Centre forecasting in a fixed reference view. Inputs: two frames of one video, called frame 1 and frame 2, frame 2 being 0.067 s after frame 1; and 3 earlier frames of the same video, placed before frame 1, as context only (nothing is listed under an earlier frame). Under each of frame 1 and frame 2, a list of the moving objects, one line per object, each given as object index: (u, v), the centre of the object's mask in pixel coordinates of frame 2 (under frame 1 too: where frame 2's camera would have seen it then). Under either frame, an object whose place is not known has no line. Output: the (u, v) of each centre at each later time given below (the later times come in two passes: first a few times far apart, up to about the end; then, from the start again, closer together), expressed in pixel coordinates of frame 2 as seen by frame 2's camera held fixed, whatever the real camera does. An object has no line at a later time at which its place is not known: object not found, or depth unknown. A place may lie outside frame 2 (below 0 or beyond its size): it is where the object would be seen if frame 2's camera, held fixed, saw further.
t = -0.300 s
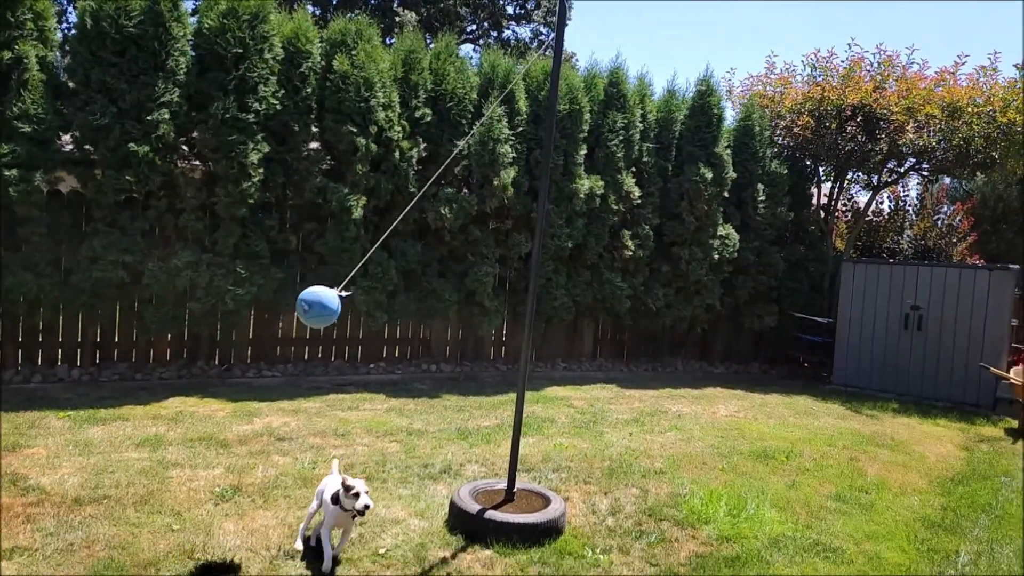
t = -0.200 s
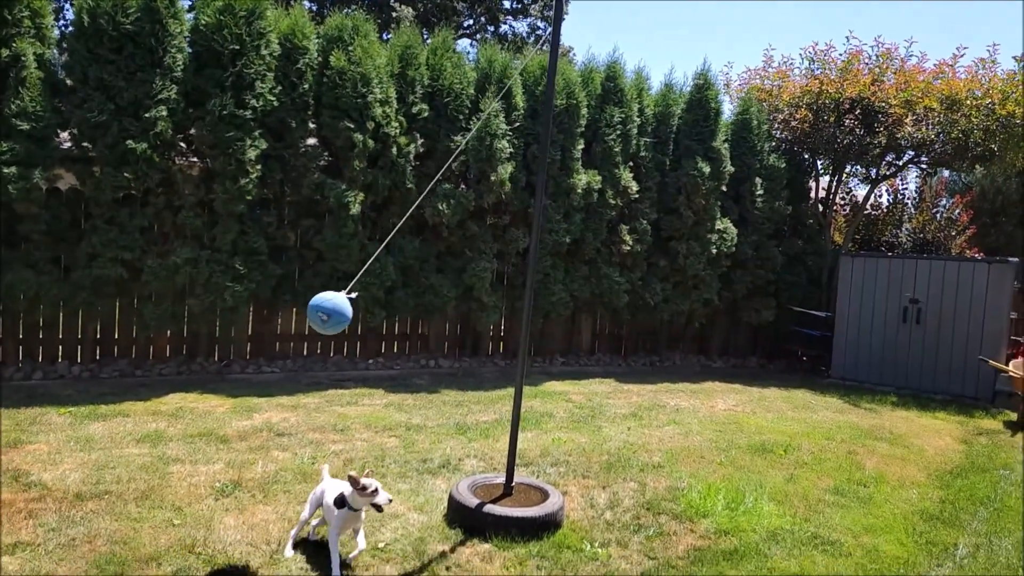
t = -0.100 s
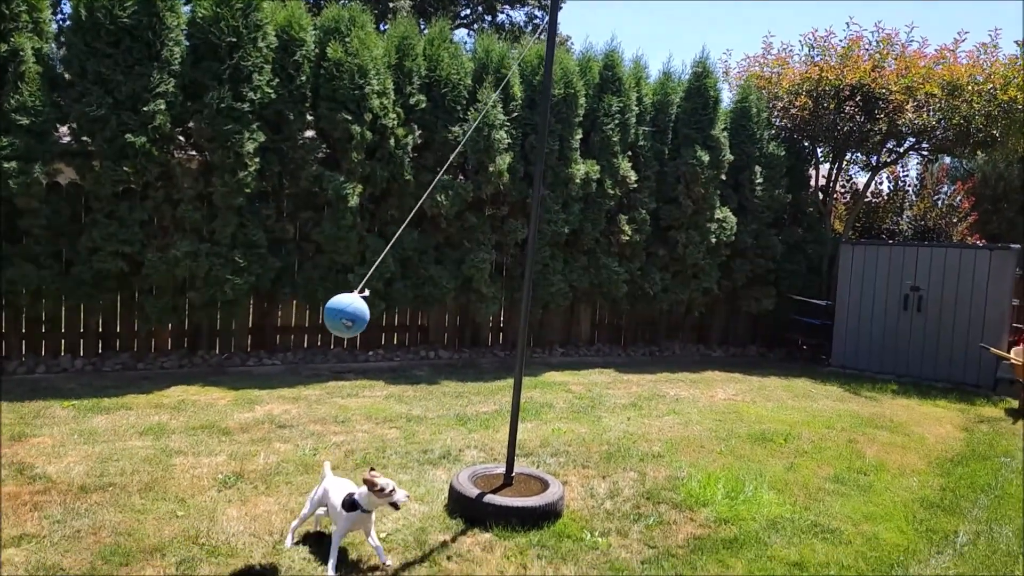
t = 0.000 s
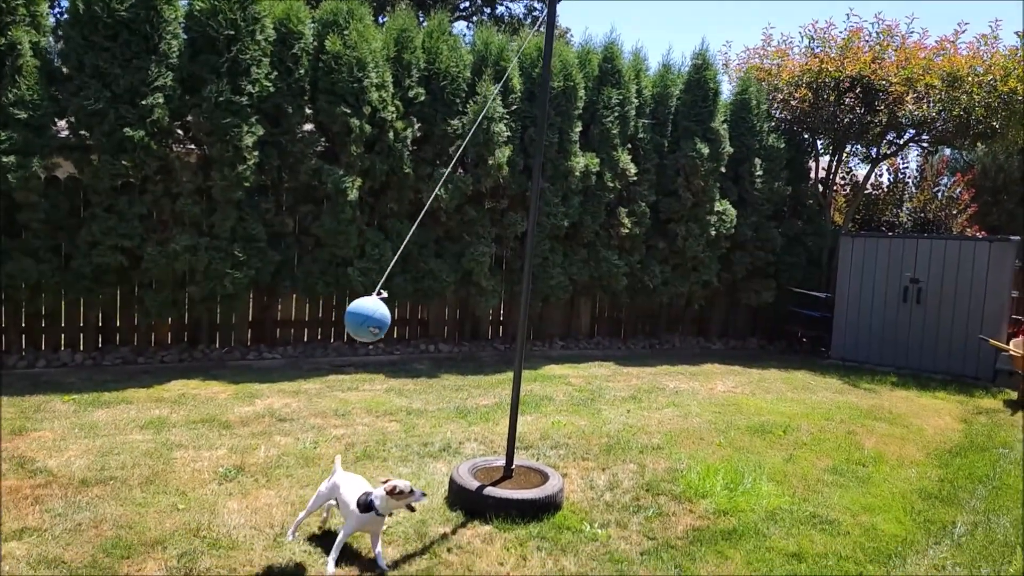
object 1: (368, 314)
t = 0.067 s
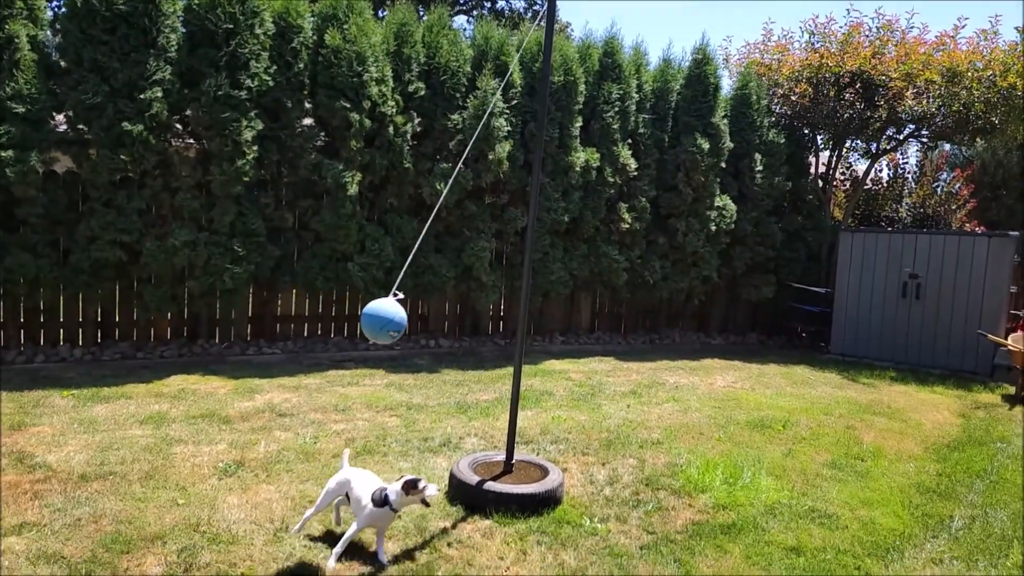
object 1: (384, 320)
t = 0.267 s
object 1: (441, 337)
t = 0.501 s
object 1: (525, 349)
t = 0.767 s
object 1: (617, 346)
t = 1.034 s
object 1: (690, 331)
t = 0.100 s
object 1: (392, 323)
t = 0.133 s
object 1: (401, 326)
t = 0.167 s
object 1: (410, 328)
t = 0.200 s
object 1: (419, 332)
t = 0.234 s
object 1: (429, 334)
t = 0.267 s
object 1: (441, 337)
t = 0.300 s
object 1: (452, 340)
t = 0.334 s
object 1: (464, 342)
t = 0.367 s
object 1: (478, 345)
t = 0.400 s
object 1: (489, 346)
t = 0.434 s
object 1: (501, 347)
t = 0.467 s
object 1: (513, 349)
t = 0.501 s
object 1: (525, 349)
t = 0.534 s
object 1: (537, 350)
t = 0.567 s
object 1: (549, 350)
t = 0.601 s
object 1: (561, 350)
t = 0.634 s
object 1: (573, 350)
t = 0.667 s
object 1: (584, 349)
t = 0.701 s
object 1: (595, 348)
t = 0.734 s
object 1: (607, 347)
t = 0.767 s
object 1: (617, 346)
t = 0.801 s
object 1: (628, 344)
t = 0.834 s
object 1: (638, 343)
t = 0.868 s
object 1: (648, 341)
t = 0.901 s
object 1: (658, 339)
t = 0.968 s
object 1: (675, 336)
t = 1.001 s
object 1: (683, 333)
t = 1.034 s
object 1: (690, 331)
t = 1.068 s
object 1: (698, 328)
